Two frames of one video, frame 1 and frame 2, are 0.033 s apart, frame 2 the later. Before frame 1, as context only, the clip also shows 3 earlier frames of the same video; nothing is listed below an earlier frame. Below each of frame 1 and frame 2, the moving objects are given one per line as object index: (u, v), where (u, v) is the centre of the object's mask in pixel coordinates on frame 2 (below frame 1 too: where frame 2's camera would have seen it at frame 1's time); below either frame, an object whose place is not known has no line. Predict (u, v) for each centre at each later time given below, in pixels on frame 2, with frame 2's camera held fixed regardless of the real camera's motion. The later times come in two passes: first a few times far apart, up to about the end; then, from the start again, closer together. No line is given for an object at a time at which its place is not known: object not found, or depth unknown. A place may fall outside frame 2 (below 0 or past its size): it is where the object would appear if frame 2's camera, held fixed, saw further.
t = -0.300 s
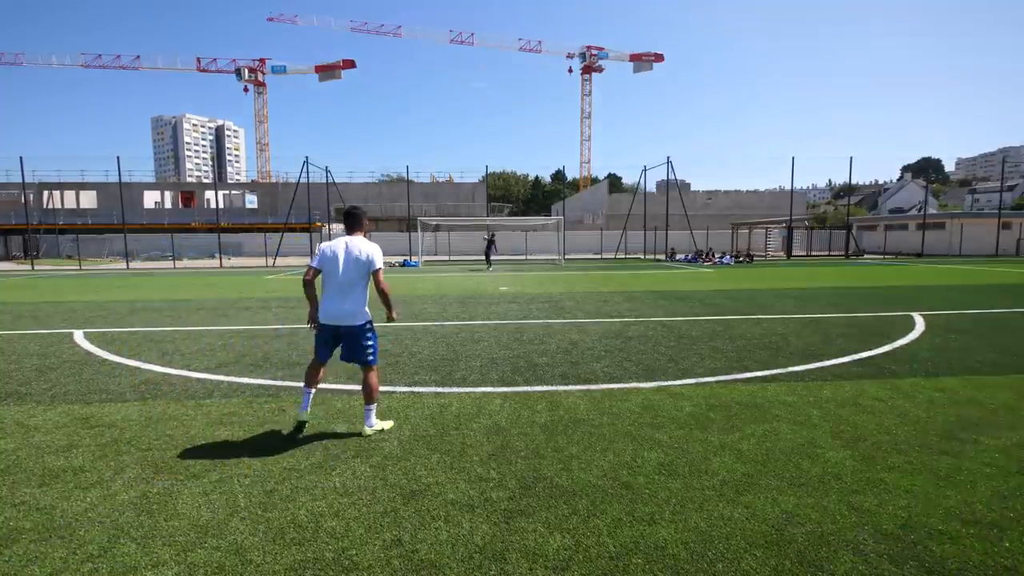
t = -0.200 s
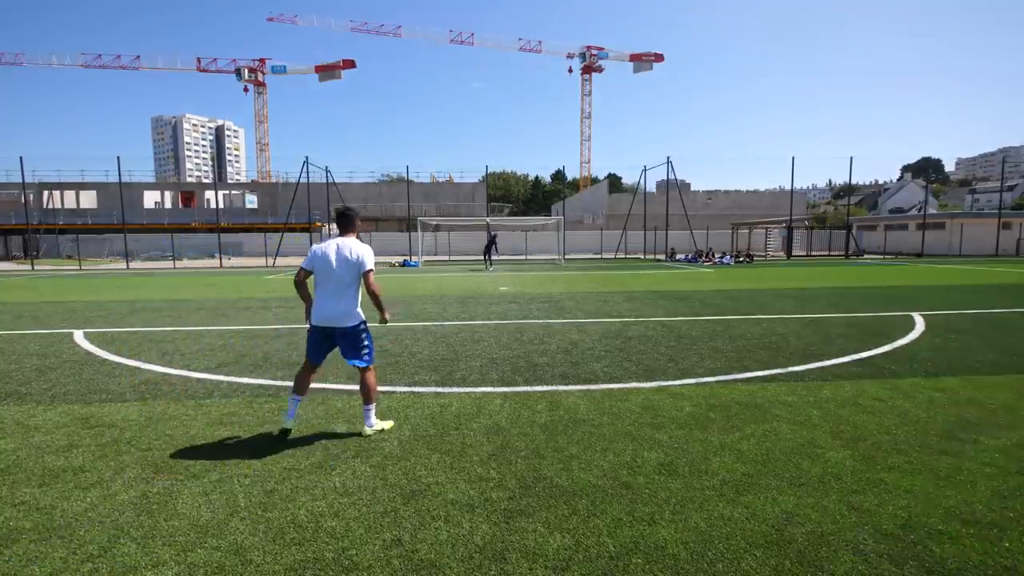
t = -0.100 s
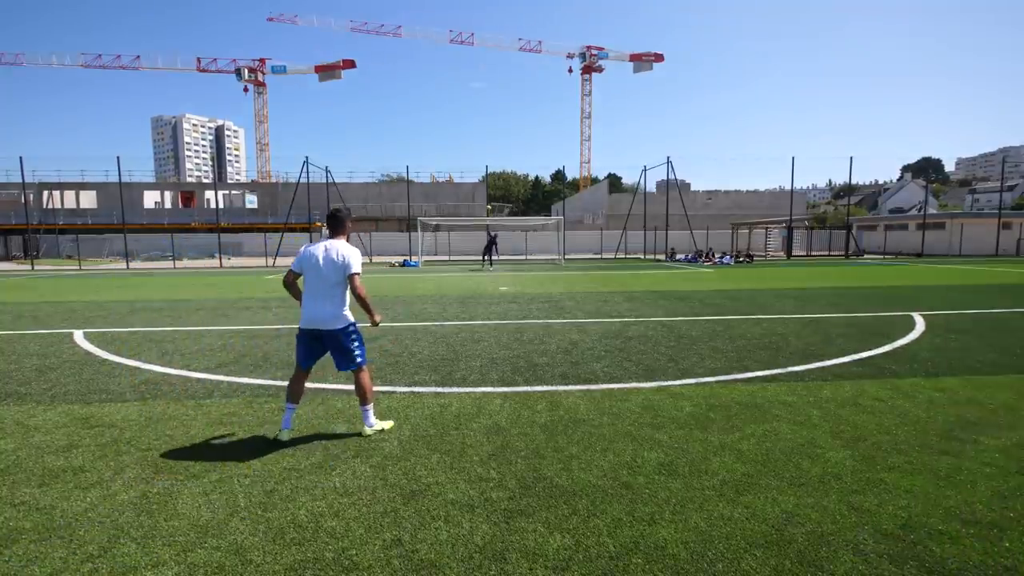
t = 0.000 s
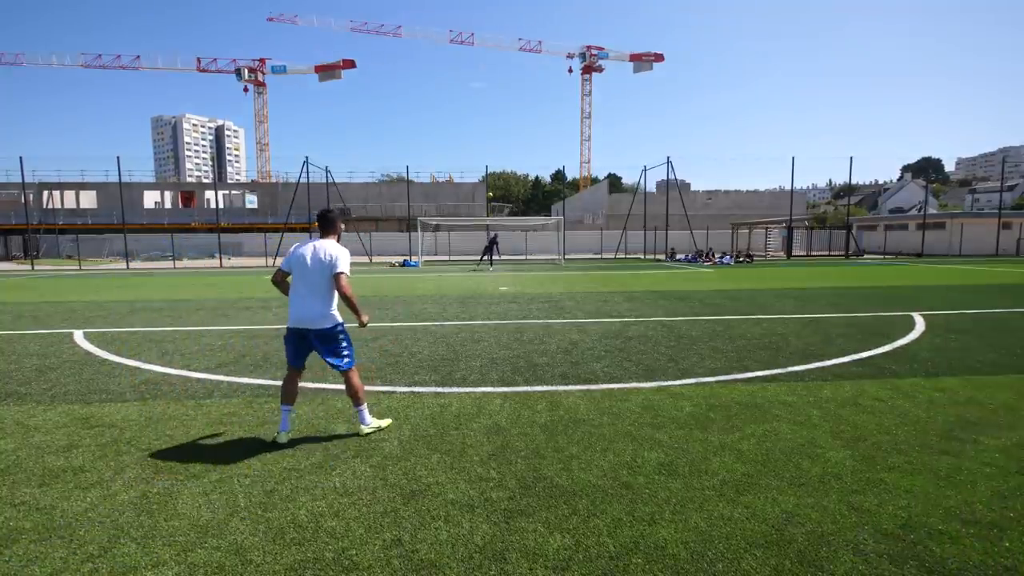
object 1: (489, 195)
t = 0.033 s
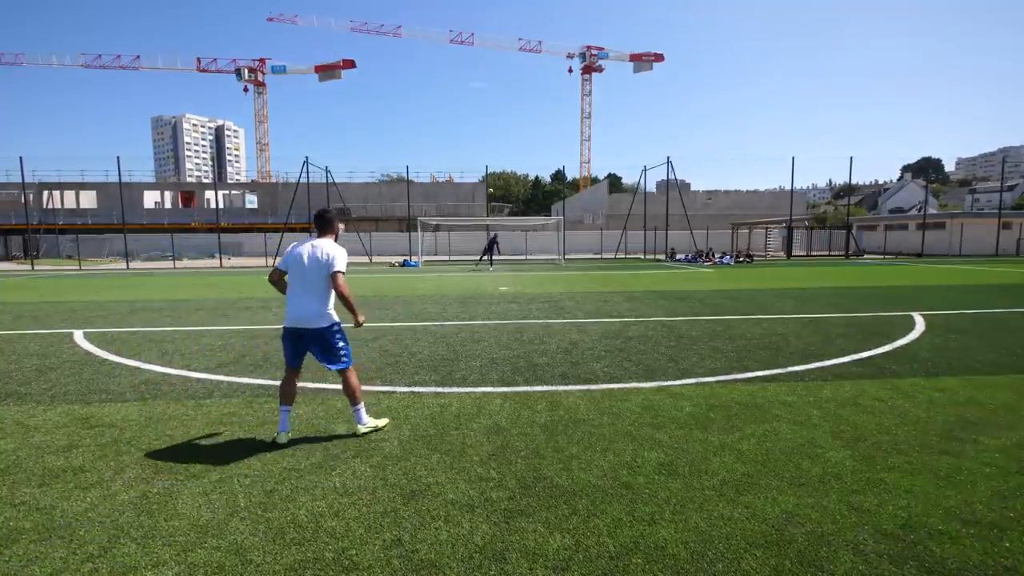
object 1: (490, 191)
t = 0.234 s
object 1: (491, 168)
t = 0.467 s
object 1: (491, 145)
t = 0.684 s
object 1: (489, 133)
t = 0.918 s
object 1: (481, 135)
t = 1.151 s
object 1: (461, 173)
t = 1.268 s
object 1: (442, 216)
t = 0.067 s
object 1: (490, 186)
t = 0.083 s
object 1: (490, 184)
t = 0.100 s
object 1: (491, 181)
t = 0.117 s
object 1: (489, 179)
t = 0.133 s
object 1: (490, 177)
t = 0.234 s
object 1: (491, 168)
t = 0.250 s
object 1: (491, 166)
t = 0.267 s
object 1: (491, 164)
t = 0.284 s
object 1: (492, 162)
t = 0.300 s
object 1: (492, 160)
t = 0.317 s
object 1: (492, 159)
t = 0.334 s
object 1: (492, 157)
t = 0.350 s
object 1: (492, 156)
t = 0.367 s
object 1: (492, 155)
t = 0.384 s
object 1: (492, 153)
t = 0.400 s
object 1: (492, 151)
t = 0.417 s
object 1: (491, 149)
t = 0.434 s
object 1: (491, 148)
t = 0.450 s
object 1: (491, 146)
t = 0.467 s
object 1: (491, 145)
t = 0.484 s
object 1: (491, 144)
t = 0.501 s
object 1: (491, 143)
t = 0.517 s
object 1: (491, 142)
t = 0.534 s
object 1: (491, 141)
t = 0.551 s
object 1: (491, 139)
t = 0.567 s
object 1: (490, 138)
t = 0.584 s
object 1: (490, 137)
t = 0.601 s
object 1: (490, 136)
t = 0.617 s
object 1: (490, 135)
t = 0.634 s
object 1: (490, 135)
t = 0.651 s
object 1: (489, 134)
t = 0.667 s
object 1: (489, 134)
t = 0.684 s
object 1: (489, 133)
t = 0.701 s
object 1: (488, 133)
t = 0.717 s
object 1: (488, 132)
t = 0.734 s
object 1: (488, 132)
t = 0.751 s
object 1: (487, 131)
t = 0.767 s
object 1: (487, 132)
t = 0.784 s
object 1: (486, 132)
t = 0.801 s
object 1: (486, 132)
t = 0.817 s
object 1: (485, 132)
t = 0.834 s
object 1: (484, 132)
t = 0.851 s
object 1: (484, 133)
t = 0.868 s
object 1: (483, 133)
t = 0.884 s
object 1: (482, 134)
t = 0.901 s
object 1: (482, 134)
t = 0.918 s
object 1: (481, 135)
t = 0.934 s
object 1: (480, 137)
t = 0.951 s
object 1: (479, 138)
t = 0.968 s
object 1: (478, 140)
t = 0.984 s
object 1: (476, 141)
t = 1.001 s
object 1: (475, 144)
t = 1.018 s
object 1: (474, 146)
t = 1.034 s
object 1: (473, 148)
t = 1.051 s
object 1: (471, 151)
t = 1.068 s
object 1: (470, 154)
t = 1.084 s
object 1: (468, 156)
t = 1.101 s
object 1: (467, 160)
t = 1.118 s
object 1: (465, 164)
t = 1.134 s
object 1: (463, 168)
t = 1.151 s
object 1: (461, 173)
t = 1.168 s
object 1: (458, 178)
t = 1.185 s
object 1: (455, 182)
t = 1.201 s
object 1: (454, 189)
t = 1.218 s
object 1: (452, 195)
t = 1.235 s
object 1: (448, 202)
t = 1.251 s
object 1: (444, 209)
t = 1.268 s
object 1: (442, 216)
